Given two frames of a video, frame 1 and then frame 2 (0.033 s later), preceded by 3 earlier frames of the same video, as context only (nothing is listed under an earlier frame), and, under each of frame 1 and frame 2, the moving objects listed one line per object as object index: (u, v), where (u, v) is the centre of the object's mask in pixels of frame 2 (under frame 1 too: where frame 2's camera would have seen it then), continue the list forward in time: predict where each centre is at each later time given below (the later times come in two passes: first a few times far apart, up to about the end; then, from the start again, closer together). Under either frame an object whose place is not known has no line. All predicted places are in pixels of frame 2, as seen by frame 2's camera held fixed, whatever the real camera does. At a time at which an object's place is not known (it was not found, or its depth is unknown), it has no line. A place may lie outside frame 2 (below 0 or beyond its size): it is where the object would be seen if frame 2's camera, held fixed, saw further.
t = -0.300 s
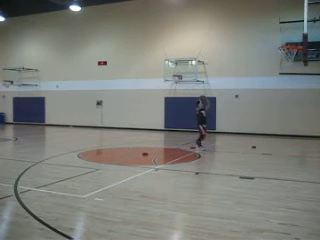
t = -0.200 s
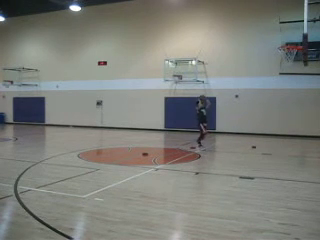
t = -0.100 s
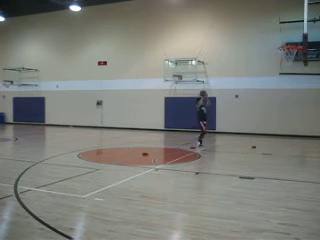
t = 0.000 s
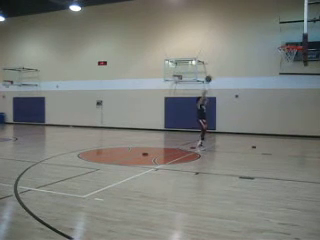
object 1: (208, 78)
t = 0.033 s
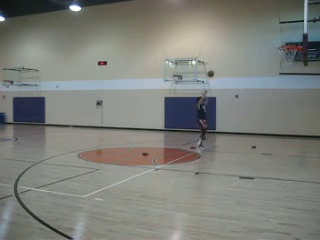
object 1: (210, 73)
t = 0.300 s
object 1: (230, 41)
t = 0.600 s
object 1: (254, 28)
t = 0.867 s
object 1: (280, 40)
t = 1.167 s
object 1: (290, 37)
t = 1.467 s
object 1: (283, 42)
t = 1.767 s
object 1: (284, 46)
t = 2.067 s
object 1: (288, 79)
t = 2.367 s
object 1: (287, 130)
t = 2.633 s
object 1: (284, 137)
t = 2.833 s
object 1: (281, 112)
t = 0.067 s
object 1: (213, 68)
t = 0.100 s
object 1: (215, 63)
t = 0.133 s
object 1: (217, 59)
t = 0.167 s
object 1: (220, 55)
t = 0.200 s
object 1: (222, 51)
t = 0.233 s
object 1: (225, 47)
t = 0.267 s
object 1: (227, 44)
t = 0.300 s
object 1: (230, 41)
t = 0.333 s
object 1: (232, 39)
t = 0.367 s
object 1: (235, 36)
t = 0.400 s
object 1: (238, 34)
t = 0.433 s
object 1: (240, 32)
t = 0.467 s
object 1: (243, 30)
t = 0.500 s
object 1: (246, 29)
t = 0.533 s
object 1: (248, 28)
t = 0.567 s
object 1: (251, 28)
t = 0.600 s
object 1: (254, 28)
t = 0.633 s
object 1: (257, 28)
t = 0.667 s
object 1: (261, 28)
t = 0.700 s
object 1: (264, 29)
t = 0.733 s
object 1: (267, 31)
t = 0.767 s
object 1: (270, 32)
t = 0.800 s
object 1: (273, 35)
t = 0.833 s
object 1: (277, 37)
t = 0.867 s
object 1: (280, 40)
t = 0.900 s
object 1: (283, 44)
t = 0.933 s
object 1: (284, 44)
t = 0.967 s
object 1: (286, 42)
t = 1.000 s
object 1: (287, 42)
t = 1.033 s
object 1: (290, 41)
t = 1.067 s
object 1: (291, 41)
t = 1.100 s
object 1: (290, 40)
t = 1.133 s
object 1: (291, 39)
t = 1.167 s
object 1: (290, 37)
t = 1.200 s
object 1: (289, 36)
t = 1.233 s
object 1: (288, 35)
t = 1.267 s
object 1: (288, 35)
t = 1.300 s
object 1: (287, 35)
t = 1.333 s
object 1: (286, 36)
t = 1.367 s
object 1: (285, 37)
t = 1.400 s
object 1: (284, 38)
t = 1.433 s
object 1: (284, 40)
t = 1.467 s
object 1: (283, 42)
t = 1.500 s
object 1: (283, 42)
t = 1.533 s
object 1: (283, 42)
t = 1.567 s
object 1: (284, 42)
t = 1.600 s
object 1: (284, 43)
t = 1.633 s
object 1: (284, 44)
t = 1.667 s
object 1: (284, 46)
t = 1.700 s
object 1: (283, 46)
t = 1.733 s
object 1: (284, 46)
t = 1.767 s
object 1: (284, 46)
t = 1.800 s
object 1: (285, 44)
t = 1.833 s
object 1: (283, 47)
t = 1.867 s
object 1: (285, 48)
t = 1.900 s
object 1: (288, 67)
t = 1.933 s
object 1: (288, 68)
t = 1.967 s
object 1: (288, 69)
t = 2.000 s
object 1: (288, 72)
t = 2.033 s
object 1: (288, 75)
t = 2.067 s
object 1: (288, 79)
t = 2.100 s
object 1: (288, 83)
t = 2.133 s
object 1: (288, 87)
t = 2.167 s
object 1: (288, 92)
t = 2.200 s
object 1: (288, 97)
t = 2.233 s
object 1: (288, 103)
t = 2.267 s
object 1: (288, 109)
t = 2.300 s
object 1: (287, 115)
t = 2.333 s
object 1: (287, 123)
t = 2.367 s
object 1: (287, 130)
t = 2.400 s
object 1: (287, 138)
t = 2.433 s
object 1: (287, 146)
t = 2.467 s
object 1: (287, 154)
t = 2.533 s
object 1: (286, 155)
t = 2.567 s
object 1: (285, 149)
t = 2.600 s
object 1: (285, 143)
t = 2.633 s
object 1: (284, 137)
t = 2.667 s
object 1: (284, 132)
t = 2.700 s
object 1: (283, 127)
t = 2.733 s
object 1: (283, 122)
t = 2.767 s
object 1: (282, 118)
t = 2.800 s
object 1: (282, 115)
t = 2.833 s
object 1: (281, 112)
